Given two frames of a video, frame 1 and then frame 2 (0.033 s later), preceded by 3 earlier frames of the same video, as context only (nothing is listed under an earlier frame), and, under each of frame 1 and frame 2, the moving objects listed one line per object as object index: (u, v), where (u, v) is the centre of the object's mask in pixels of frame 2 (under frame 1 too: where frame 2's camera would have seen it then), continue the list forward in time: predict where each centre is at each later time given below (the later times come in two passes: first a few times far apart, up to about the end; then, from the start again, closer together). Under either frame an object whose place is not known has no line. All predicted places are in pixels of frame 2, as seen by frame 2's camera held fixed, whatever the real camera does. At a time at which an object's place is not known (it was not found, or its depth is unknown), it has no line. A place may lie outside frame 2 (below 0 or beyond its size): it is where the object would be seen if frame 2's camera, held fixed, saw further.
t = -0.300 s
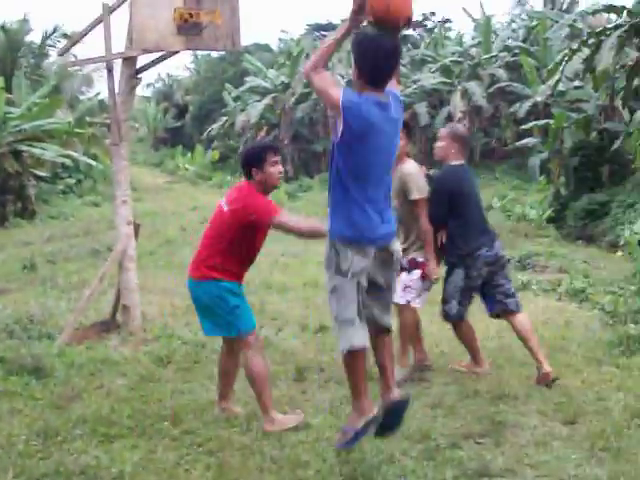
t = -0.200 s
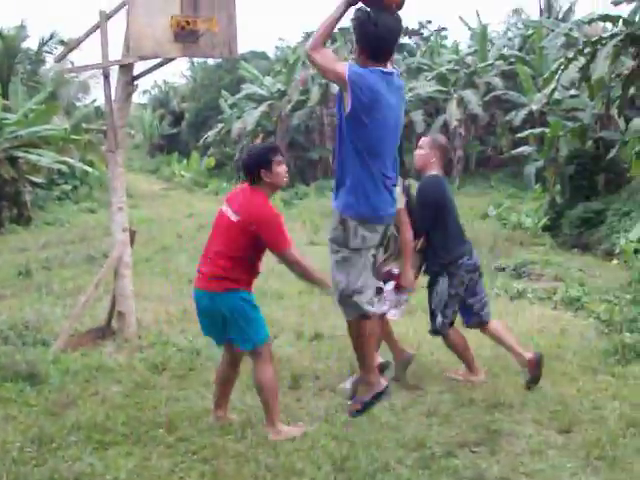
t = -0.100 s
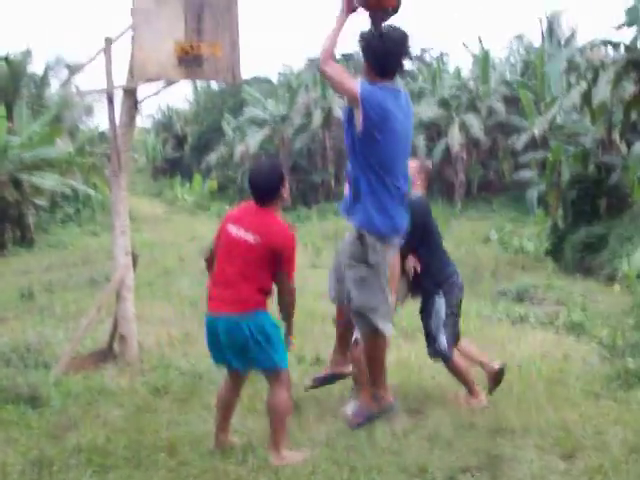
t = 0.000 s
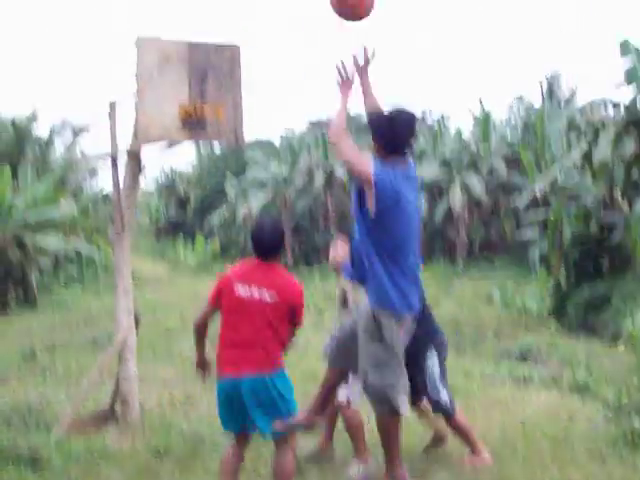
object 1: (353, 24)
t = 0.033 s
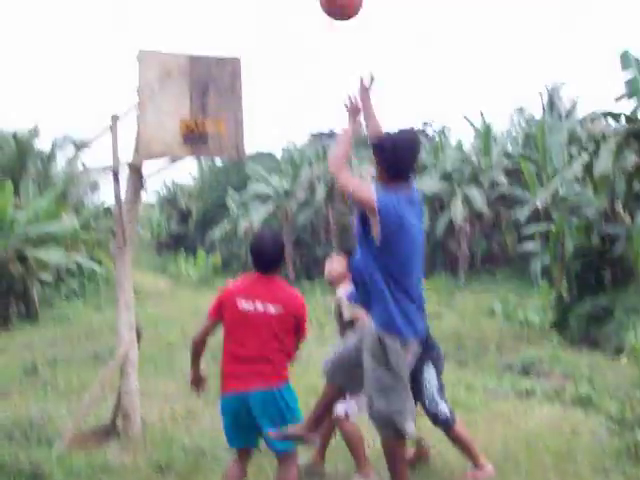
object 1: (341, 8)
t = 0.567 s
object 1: (209, 39)
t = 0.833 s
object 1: (225, 81)
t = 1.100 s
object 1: (290, 90)
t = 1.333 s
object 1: (348, 172)
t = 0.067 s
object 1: (329, 1)
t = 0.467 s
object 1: (228, 1)
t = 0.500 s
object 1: (222, 10)
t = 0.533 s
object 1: (215, 24)
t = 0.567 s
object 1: (209, 39)
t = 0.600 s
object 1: (204, 54)
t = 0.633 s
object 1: (198, 69)
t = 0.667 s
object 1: (193, 86)
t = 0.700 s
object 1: (189, 102)
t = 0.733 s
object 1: (198, 97)
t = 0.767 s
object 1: (208, 90)
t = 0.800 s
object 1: (217, 85)
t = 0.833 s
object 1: (225, 81)
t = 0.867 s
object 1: (232, 77)
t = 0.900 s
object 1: (240, 75)
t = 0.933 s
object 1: (250, 74)
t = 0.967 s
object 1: (258, 74)
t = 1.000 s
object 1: (266, 76)
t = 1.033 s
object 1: (274, 79)
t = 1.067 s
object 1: (282, 84)
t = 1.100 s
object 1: (290, 90)
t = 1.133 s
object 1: (298, 98)
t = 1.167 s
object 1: (306, 107)
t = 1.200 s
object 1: (316, 117)
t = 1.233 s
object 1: (326, 129)
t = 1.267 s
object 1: (333, 142)
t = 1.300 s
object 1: (338, 156)
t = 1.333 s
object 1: (348, 172)
